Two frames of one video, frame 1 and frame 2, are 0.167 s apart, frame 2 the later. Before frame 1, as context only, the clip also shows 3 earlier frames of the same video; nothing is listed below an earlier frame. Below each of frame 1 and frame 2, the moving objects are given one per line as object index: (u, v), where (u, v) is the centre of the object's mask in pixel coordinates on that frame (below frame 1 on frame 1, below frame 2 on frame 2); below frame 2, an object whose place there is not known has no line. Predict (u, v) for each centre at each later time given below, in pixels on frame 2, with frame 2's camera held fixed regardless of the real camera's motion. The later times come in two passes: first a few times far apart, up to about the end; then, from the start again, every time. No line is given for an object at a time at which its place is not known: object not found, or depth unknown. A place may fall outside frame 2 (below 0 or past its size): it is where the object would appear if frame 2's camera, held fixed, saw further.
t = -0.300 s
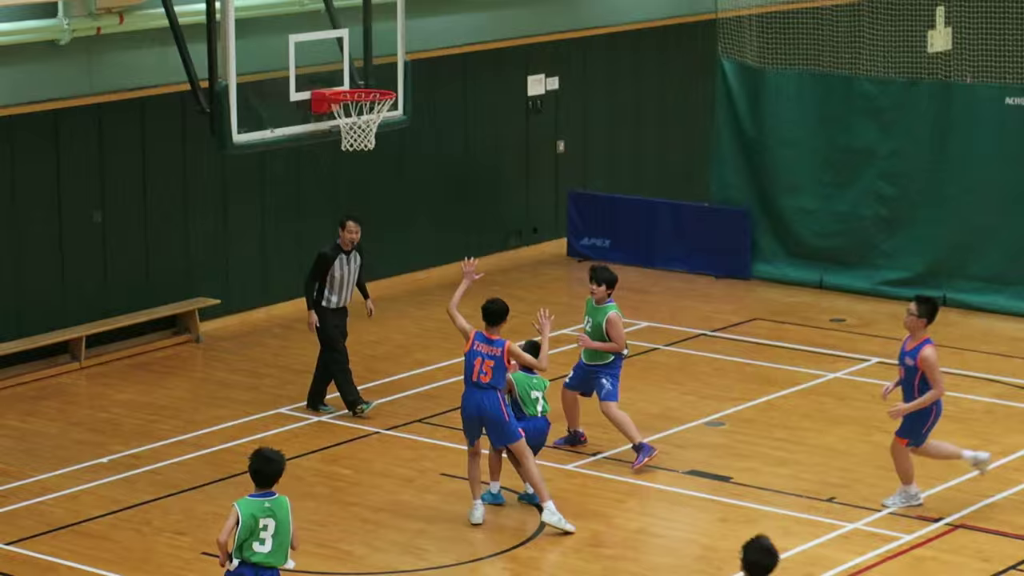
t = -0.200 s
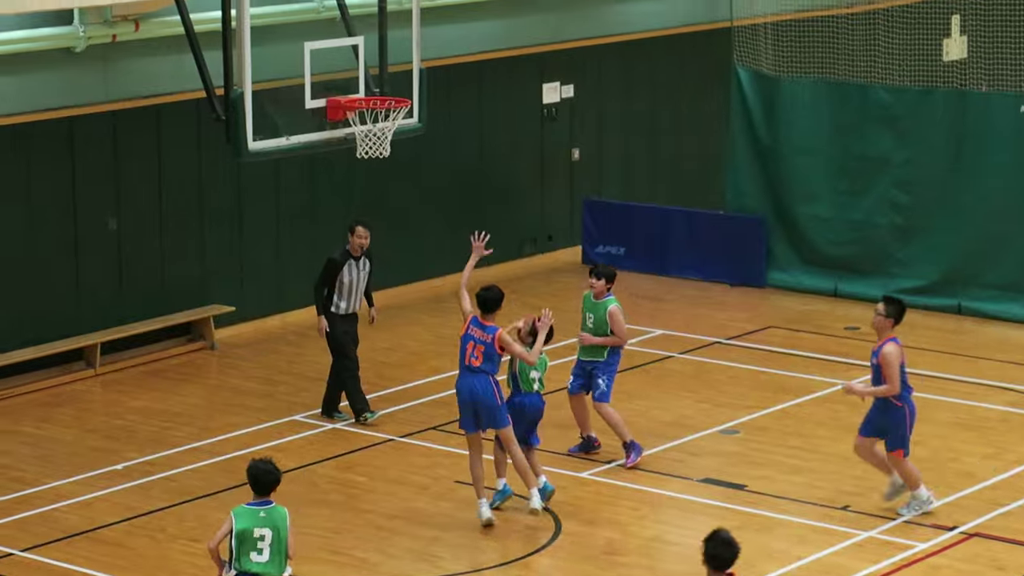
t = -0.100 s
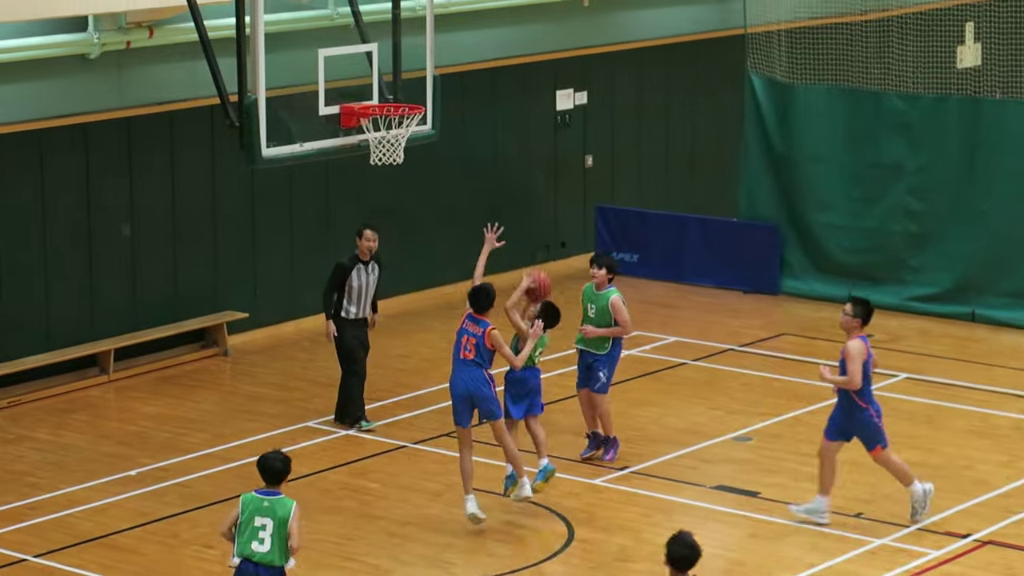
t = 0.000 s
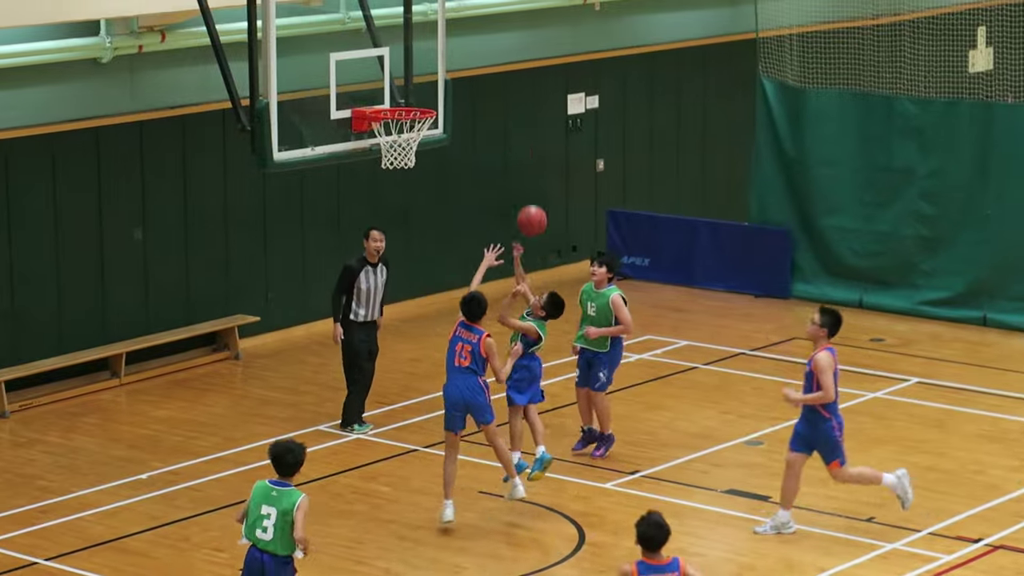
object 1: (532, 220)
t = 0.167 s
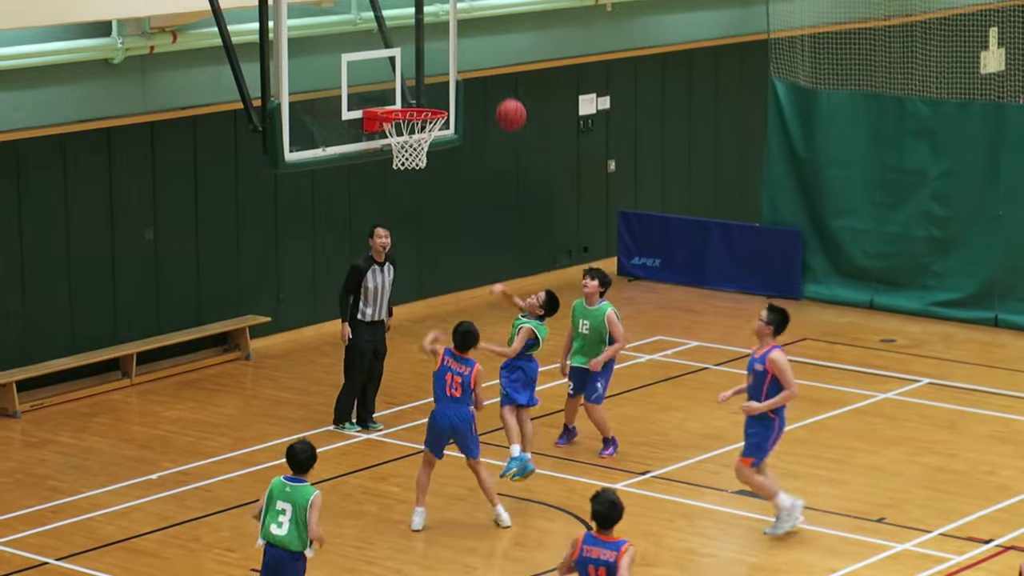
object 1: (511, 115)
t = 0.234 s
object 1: (499, 83)
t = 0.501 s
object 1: (445, 13)
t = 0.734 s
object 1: (419, 23)
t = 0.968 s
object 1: (428, 81)
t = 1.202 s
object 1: (461, 28)
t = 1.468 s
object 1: (497, 53)
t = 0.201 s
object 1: (505, 97)
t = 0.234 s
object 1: (499, 83)
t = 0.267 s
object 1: (492, 68)
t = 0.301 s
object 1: (485, 55)
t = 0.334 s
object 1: (478, 43)
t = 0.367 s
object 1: (472, 33)
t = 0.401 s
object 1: (465, 25)
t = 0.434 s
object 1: (458, 18)
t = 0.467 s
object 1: (452, 15)
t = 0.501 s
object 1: (445, 13)
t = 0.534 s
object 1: (439, 13)
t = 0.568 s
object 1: (433, 13)
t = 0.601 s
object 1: (426, 13)
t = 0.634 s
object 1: (419, 14)
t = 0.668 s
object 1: (418, 16)
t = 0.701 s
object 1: (419, 19)
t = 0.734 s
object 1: (419, 23)
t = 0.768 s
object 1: (420, 31)
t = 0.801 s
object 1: (421, 41)
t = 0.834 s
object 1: (421, 52)
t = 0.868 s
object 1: (422, 66)
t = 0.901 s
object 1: (422, 81)
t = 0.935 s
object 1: (423, 95)
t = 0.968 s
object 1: (428, 81)
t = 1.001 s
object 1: (432, 70)
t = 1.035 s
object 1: (437, 58)
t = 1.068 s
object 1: (442, 49)
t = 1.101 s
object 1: (447, 41)
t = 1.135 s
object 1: (452, 34)
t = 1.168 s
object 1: (456, 30)
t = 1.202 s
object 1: (461, 28)
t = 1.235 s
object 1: (466, 28)
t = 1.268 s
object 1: (470, 27)
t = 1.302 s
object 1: (474, 28)
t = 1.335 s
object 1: (479, 29)
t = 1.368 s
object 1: (484, 32)
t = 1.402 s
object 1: (488, 37)
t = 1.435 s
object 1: (493, 45)
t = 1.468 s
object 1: (497, 53)
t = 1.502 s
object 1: (502, 64)
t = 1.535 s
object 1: (506, 76)
